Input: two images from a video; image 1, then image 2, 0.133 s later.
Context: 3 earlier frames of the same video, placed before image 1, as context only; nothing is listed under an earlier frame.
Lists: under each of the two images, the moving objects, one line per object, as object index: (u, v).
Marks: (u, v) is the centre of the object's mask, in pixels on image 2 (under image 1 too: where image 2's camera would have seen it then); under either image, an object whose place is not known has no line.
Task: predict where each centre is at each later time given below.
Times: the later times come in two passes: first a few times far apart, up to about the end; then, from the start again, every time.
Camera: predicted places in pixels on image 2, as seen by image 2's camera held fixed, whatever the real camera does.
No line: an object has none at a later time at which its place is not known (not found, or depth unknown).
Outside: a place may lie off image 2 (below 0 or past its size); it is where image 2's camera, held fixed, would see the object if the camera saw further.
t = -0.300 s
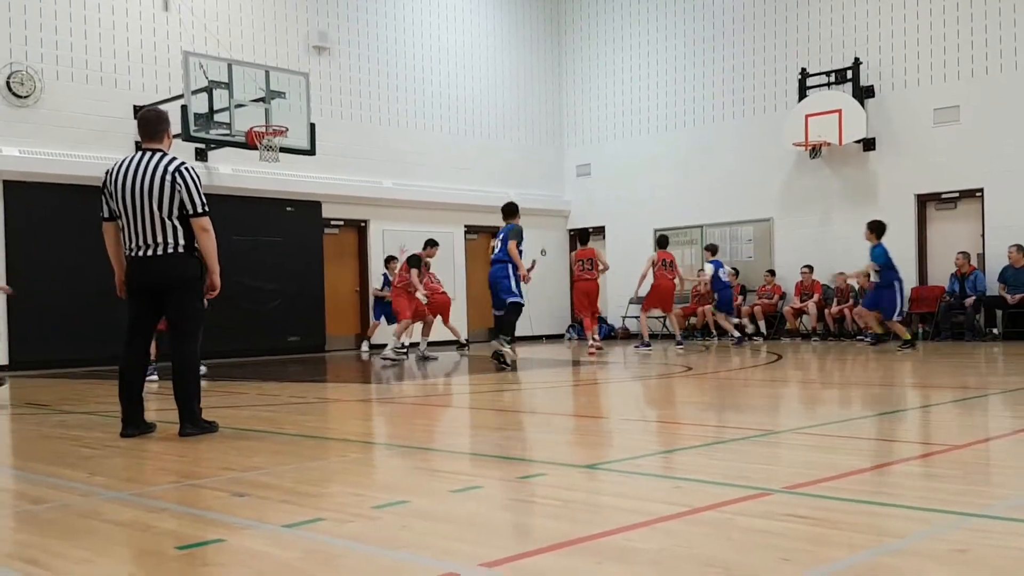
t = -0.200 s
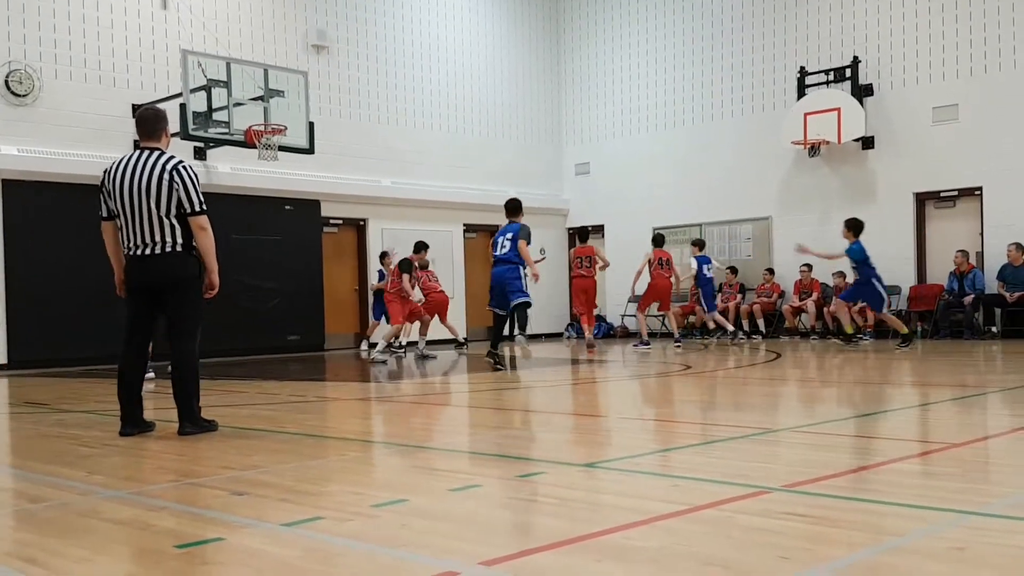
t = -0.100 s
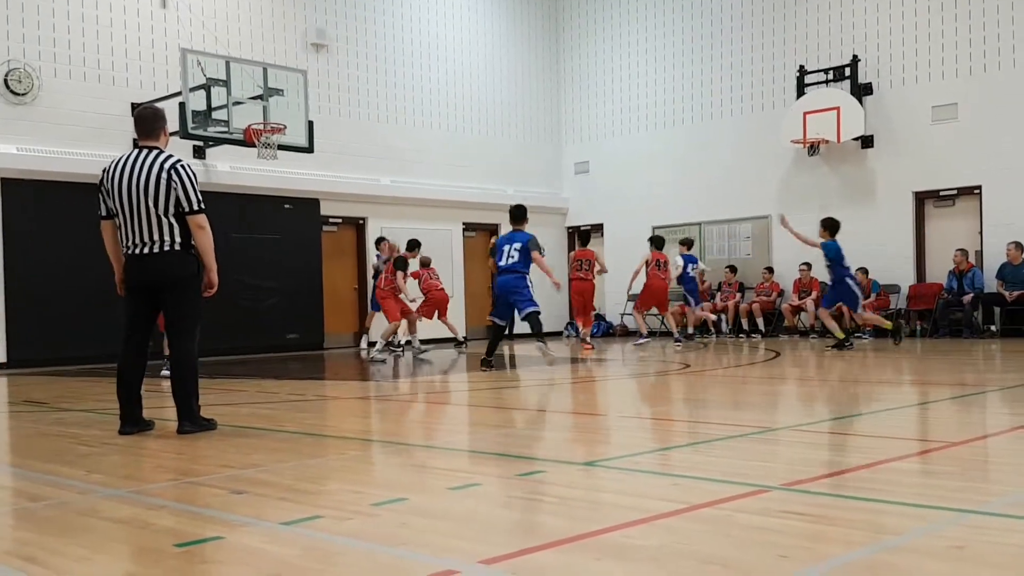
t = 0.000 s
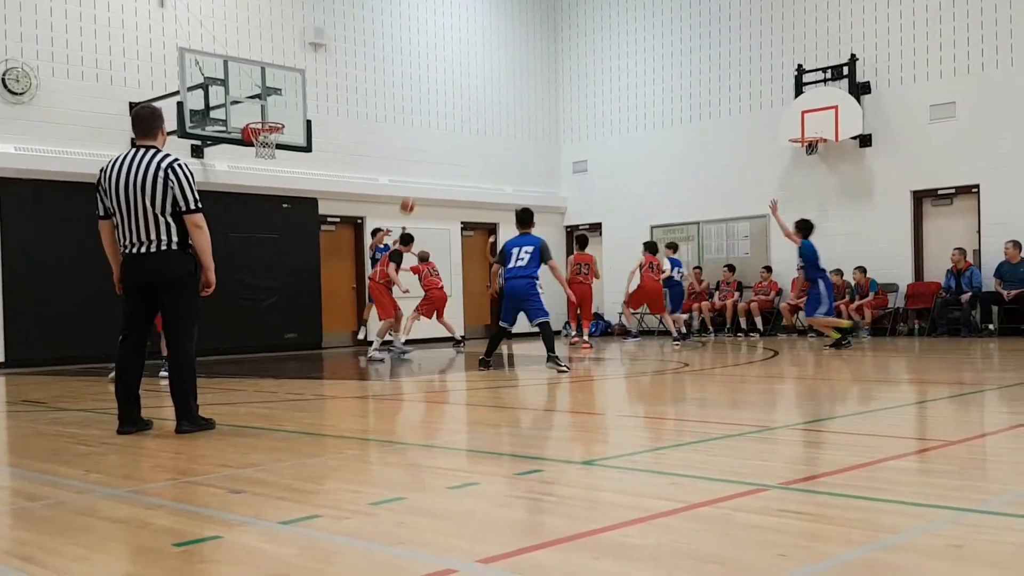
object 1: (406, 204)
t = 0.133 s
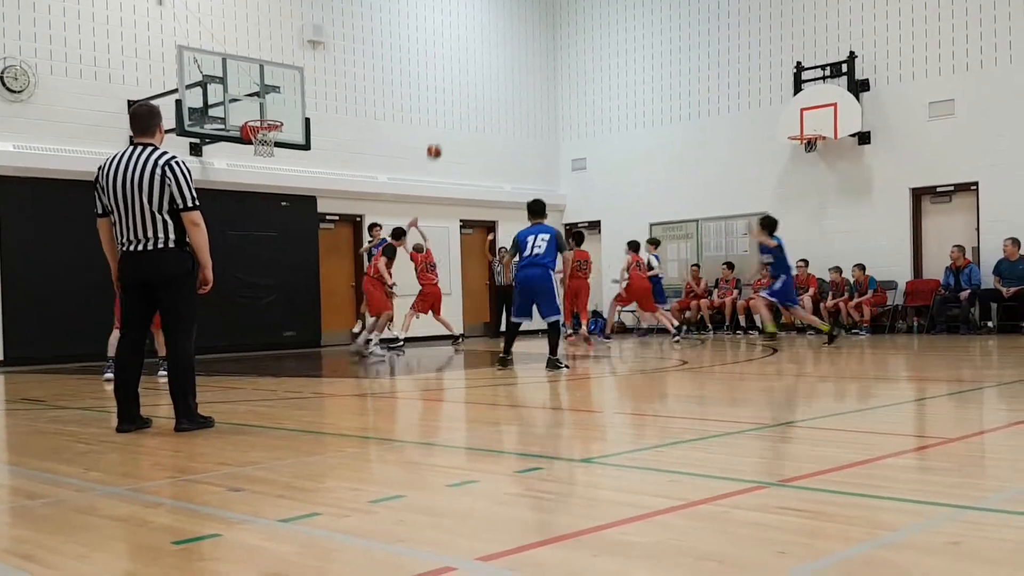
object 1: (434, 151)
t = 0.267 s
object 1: (466, 106)
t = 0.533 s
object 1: (543, 39)
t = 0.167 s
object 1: (441, 139)
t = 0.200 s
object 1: (449, 128)
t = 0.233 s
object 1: (457, 116)
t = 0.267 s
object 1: (466, 106)
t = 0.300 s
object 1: (474, 95)
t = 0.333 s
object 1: (484, 85)
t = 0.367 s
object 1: (492, 77)
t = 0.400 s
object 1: (502, 68)
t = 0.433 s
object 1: (512, 59)
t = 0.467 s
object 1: (522, 52)
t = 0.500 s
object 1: (532, 45)
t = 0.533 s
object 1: (543, 39)
